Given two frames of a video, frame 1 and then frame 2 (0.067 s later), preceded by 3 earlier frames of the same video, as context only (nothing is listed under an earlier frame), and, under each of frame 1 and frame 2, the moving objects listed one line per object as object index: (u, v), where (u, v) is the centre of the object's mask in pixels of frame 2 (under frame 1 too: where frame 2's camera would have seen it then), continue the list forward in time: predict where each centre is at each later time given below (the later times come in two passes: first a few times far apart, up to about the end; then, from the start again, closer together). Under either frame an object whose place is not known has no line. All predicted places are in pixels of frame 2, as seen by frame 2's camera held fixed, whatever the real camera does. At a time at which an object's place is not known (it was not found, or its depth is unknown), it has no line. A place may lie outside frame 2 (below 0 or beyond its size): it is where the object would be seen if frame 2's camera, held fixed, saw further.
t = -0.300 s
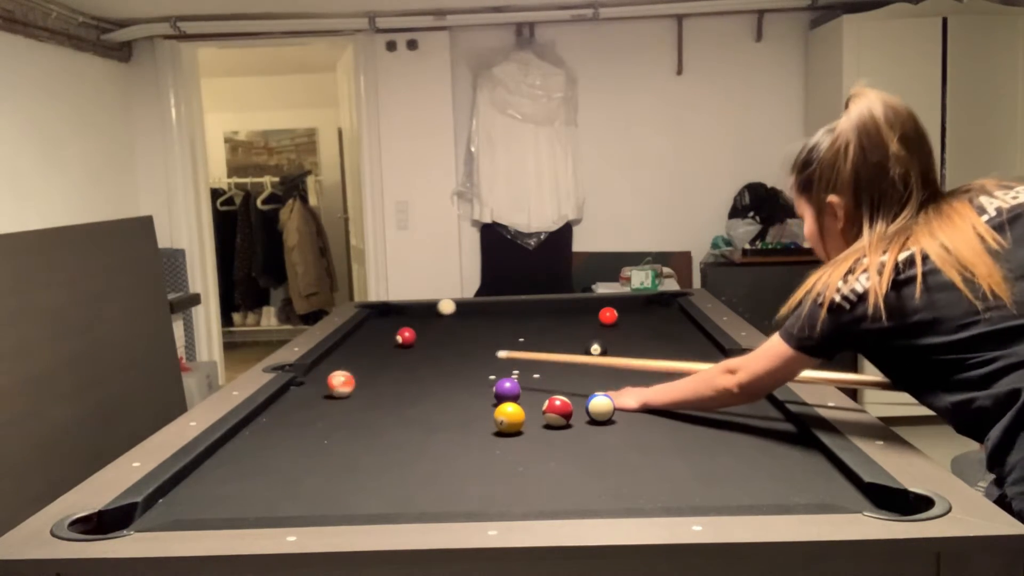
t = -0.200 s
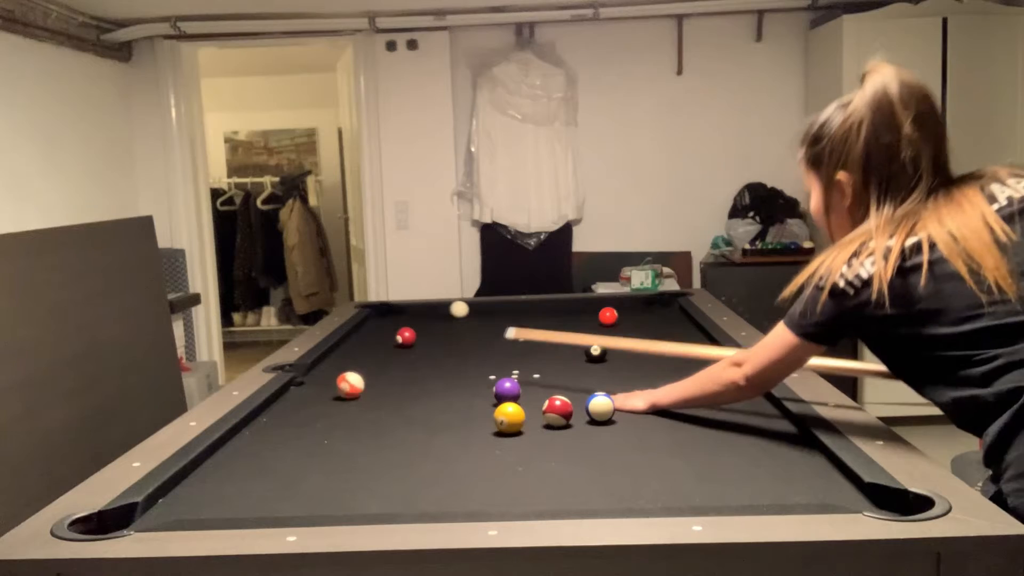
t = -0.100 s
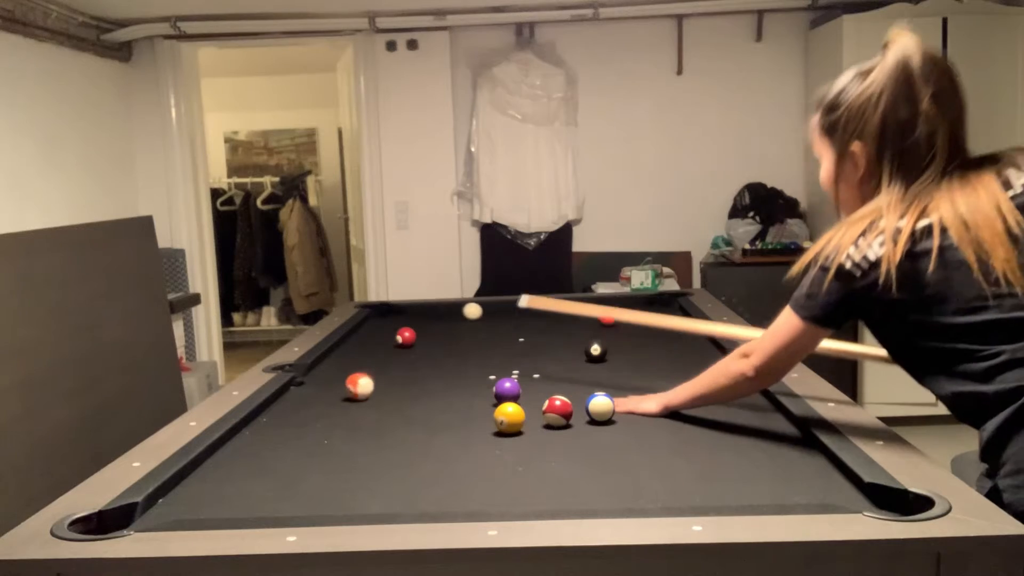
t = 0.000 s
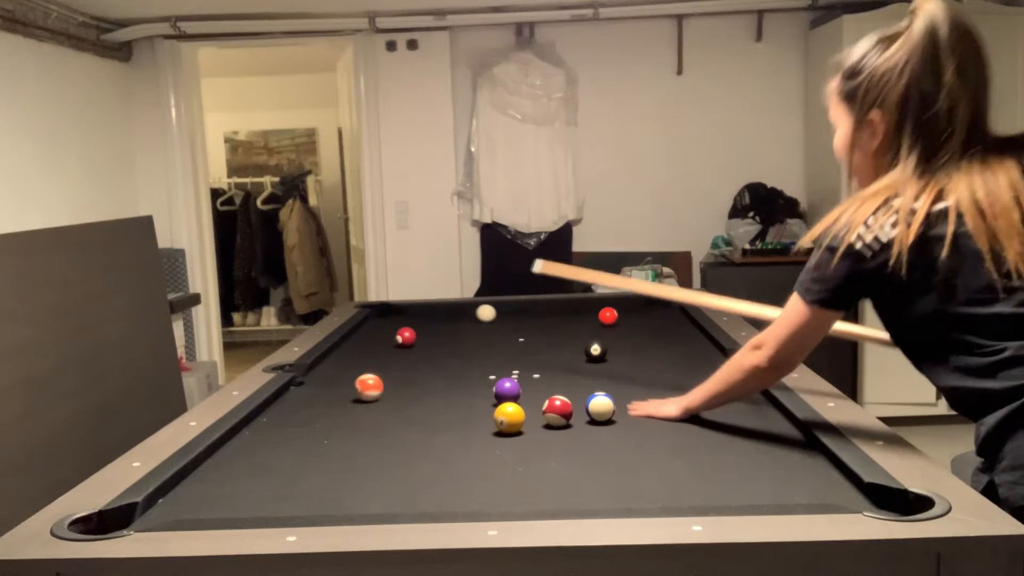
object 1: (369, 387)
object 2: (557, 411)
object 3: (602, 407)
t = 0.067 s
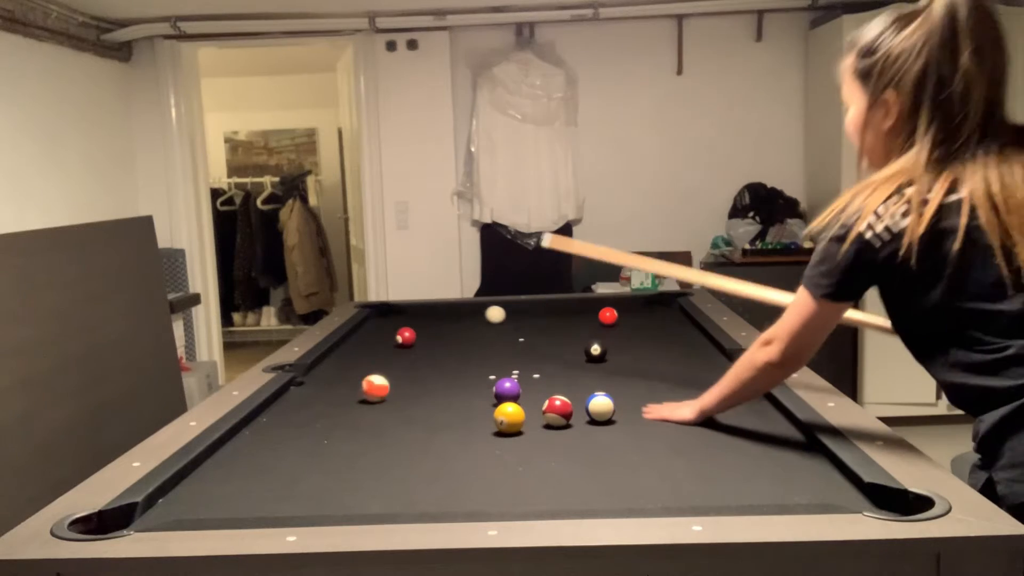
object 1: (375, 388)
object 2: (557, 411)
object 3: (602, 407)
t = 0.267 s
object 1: (394, 390)
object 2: (557, 411)
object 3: (602, 407)
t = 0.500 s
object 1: (417, 393)
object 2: (557, 411)
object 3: (602, 407)
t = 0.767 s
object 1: (442, 395)
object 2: (557, 411)
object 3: (602, 407)
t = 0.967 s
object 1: (461, 398)
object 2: (557, 411)
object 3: (602, 407)
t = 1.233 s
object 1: (486, 400)
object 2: (557, 411)
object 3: (602, 407)
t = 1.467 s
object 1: (507, 397)
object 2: (557, 411)
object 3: (602, 407)
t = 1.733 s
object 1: (532, 405)
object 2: (558, 411)
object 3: (602, 407)
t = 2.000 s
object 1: (543, 405)
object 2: (565, 412)
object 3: (602, 407)
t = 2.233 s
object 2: (573, 415)
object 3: (602, 407)
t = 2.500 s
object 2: (581, 416)
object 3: (603, 406)
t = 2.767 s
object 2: (587, 417)
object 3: (586, 400)
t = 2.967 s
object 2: (591, 418)
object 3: (566, 414)
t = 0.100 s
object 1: (378, 388)
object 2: (557, 411)
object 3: (602, 407)
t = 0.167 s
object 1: (385, 389)
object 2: (557, 411)
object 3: (602, 407)
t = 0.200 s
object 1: (388, 389)
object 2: (557, 411)
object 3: (602, 407)
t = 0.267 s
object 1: (394, 390)
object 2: (557, 411)
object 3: (602, 407)
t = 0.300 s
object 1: (397, 391)
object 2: (557, 411)
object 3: (602, 407)
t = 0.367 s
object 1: (404, 391)
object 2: (557, 411)
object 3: (602, 407)
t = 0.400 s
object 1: (407, 392)
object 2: (557, 411)
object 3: (602, 407)
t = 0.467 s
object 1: (413, 393)
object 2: (557, 411)
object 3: (602, 407)
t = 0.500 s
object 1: (417, 393)
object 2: (557, 411)
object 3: (602, 407)
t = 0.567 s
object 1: (423, 394)
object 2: (557, 411)
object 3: (602, 407)
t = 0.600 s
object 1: (426, 394)
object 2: (557, 411)
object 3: (602, 407)
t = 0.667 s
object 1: (433, 395)
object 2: (557, 411)
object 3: (602, 407)
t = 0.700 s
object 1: (436, 395)
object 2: (557, 411)
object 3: (602, 407)
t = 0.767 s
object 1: (442, 395)
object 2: (557, 411)
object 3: (602, 407)
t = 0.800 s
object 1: (445, 396)
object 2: (557, 411)
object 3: (602, 407)
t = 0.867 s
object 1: (452, 396)
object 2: (557, 411)
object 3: (602, 407)
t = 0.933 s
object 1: (458, 397)
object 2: (557, 411)
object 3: (602, 407)
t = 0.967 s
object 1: (461, 398)
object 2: (557, 411)
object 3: (602, 407)
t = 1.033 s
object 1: (467, 398)
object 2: (557, 411)
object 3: (602, 407)
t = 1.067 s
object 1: (470, 399)
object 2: (557, 411)
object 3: (602, 407)
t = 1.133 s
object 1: (477, 399)
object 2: (557, 411)
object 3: (602, 407)
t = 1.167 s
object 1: (480, 400)
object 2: (557, 411)
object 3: (602, 407)
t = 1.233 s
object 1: (486, 400)
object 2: (557, 411)
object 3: (602, 407)
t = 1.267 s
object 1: (488, 400)
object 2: (557, 411)
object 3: (602, 407)
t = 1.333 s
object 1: (493, 399)
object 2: (557, 411)
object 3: (602, 407)
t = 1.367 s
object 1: (497, 399)
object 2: (557, 411)
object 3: (602, 407)
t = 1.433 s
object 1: (504, 397)
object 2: (557, 411)
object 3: (602, 407)
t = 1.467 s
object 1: (507, 397)
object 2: (557, 411)
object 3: (602, 407)
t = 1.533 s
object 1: (515, 398)
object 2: (557, 411)
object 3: (602, 407)
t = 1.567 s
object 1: (520, 400)
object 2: (557, 411)
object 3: (602, 407)
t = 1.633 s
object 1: (526, 402)
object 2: (557, 411)
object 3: (602, 407)
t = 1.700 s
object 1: (531, 404)
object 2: (558, 411)
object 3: (602, 407)
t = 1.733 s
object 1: (532, 405)
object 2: (558, 411)
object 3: (602, 407)
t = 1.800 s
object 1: (535, 405)
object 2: (558, 411)
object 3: (602, 407)
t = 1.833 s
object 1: (537, 405)
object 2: (559, 411)
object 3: (602, 407)
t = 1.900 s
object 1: (540, 405)
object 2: (561, 411)
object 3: (602, 407)
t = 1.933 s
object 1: (541, 405)
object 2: (563, 412)
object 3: (602, 407)
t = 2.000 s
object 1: (543, 405)
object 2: (565, 412)
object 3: (602, 407)
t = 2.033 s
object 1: (544, 404)
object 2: (566, 413)
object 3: (602, 407)
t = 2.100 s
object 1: (547, 404)
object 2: (569, 414)
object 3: (602, 407)
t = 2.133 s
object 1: (548, 404)
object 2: (570, 414)
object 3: (602, 407)
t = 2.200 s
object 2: (572, 415)
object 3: (602, 407)
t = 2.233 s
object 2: (573, 415)
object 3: (602, 407)
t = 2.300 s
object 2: (575, 415)
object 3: (602, 407)
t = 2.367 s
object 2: (577, 415)
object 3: (602, 406)
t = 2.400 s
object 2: (578, 416)
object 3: (603, 406)
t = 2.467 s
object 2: (580, 416)
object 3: (602, 406)
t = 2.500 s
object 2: (581, 416)
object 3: (603, 406)
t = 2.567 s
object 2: (583, 417)
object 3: (603, 405)
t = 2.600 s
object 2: (584, 417)
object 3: (603, 405)
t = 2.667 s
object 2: (586, 417)
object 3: (598, 403)
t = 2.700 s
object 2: (586, 417)
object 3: (594, 401)
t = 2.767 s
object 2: (587, 417)
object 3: (586, 400)
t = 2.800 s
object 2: (588, 417)
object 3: (579, 403)
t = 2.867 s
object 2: (590, 418)
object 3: (571, 410)
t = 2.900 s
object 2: (590, 418)
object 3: (570, 411)
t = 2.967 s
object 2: (591, 418)
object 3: (566, 414)
